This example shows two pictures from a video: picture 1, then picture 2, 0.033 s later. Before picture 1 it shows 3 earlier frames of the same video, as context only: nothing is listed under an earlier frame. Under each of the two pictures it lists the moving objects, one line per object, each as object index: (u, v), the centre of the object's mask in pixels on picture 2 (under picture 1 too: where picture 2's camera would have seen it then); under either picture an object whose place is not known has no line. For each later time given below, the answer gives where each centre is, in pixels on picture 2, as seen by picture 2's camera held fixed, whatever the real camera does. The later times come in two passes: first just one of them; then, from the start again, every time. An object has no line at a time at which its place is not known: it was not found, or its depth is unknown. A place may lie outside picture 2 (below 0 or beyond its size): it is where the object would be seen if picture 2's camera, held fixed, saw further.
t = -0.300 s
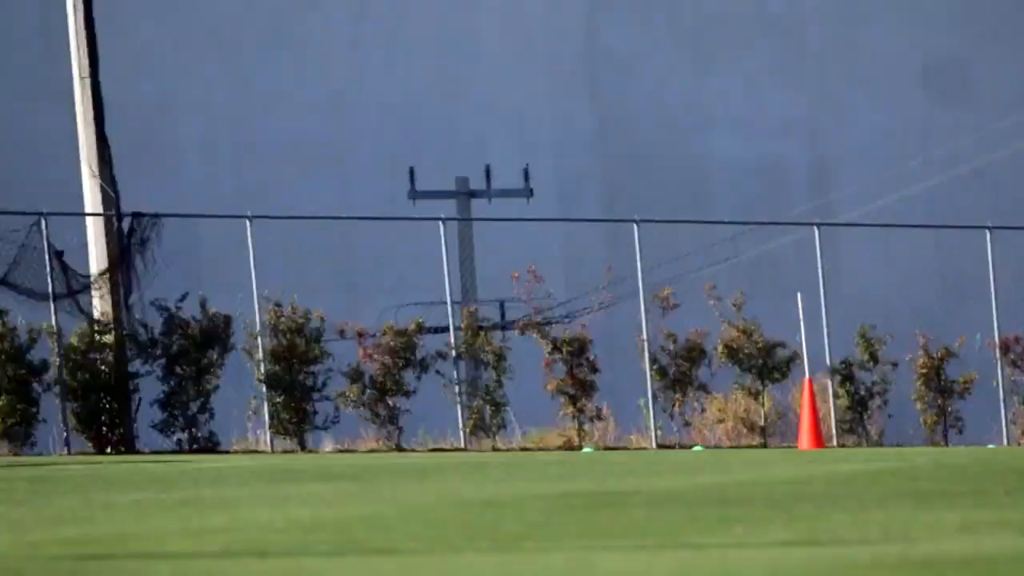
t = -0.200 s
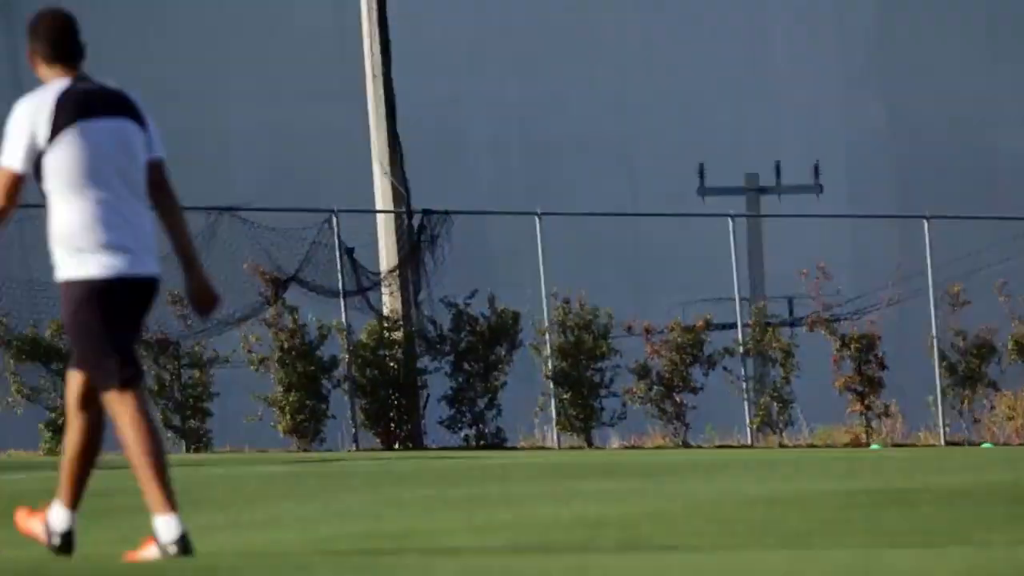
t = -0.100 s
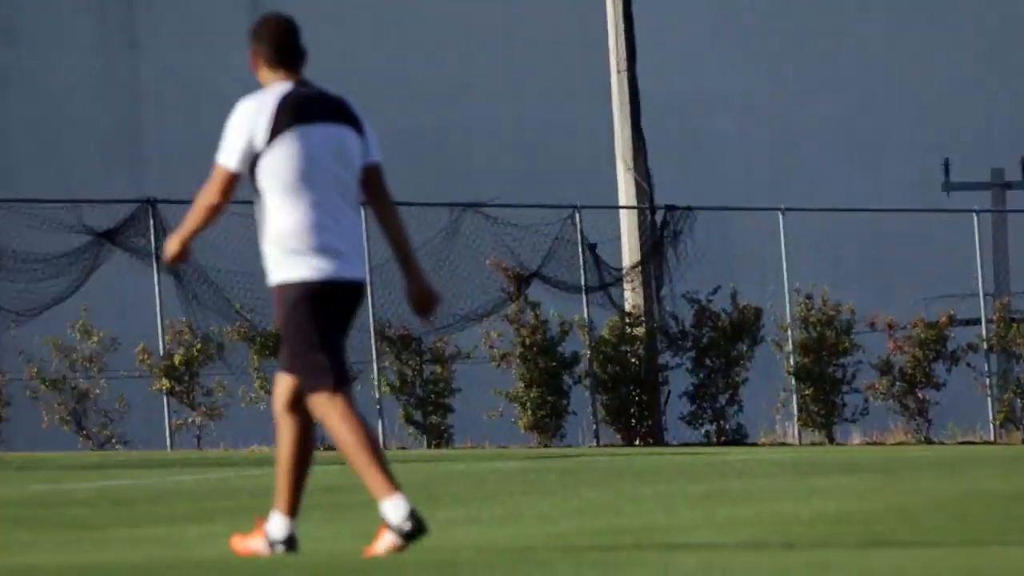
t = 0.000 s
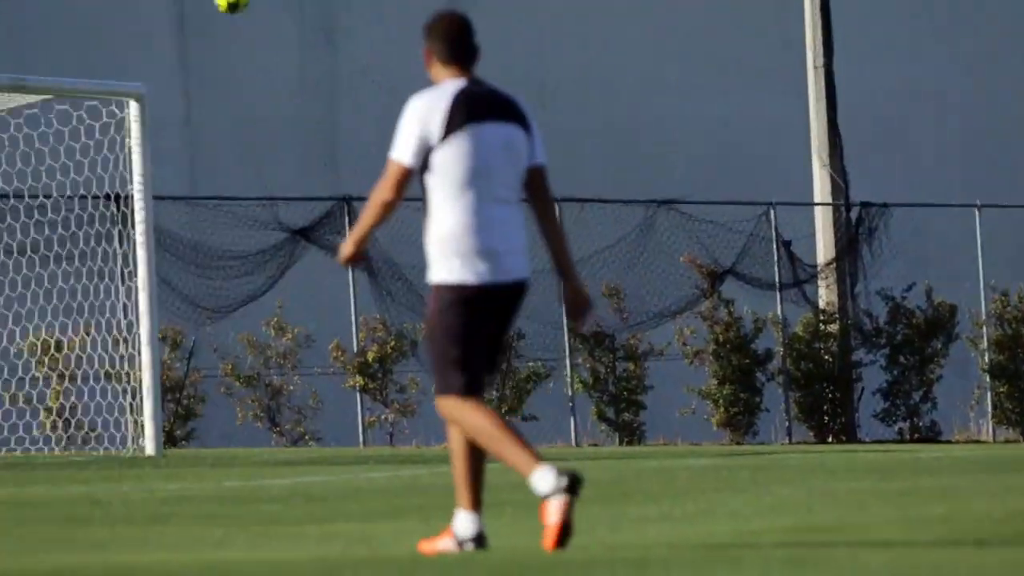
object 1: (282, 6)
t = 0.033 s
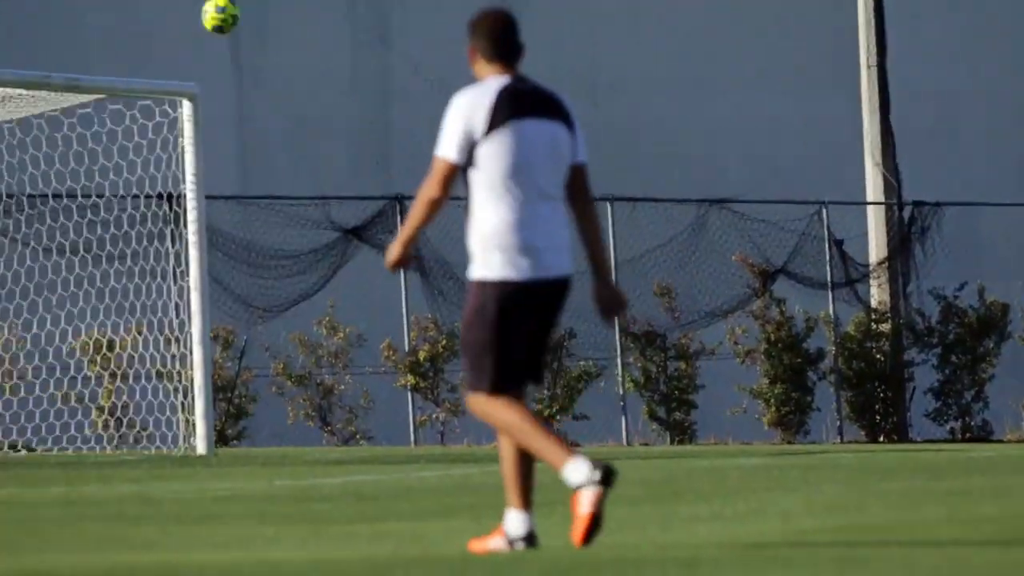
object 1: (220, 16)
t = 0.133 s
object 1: (30, 82)
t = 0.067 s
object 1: (156, 36)
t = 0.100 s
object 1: (92, 58)
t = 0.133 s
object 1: (30, 82)
